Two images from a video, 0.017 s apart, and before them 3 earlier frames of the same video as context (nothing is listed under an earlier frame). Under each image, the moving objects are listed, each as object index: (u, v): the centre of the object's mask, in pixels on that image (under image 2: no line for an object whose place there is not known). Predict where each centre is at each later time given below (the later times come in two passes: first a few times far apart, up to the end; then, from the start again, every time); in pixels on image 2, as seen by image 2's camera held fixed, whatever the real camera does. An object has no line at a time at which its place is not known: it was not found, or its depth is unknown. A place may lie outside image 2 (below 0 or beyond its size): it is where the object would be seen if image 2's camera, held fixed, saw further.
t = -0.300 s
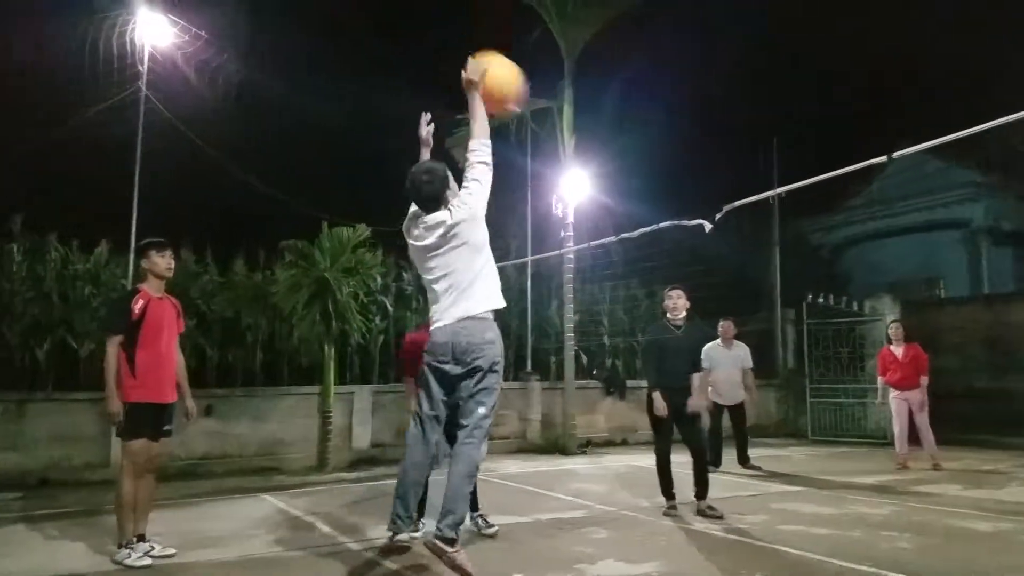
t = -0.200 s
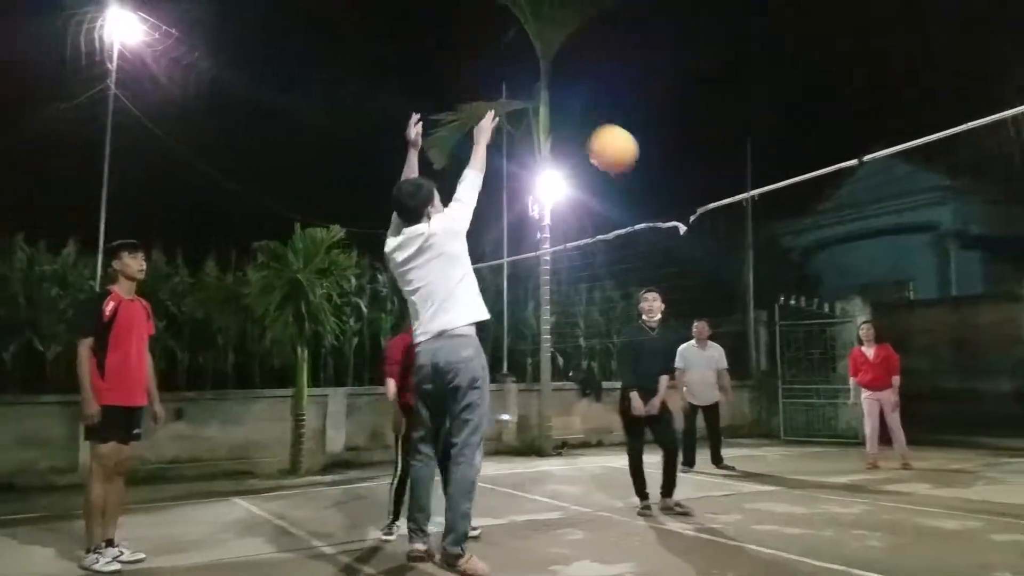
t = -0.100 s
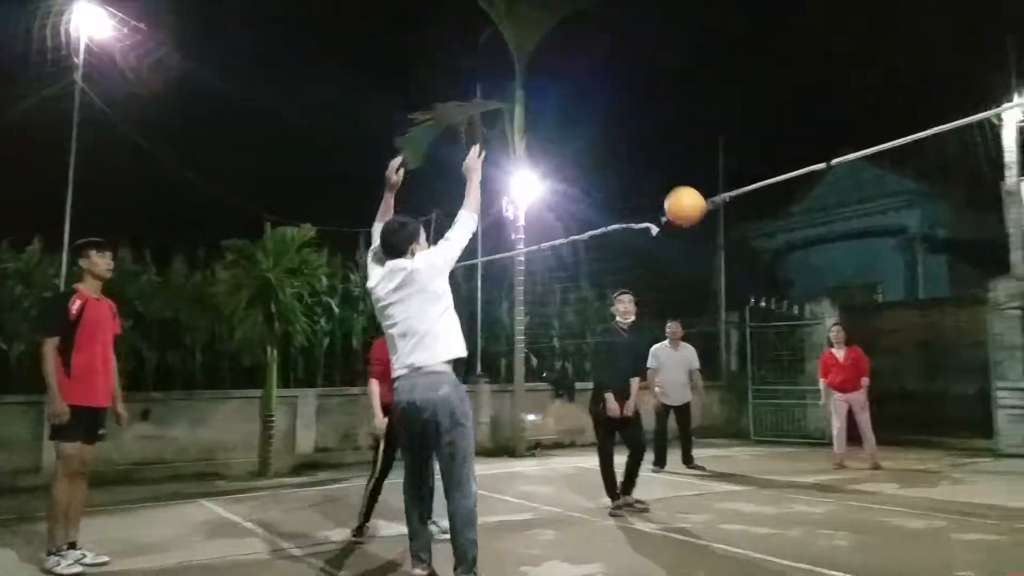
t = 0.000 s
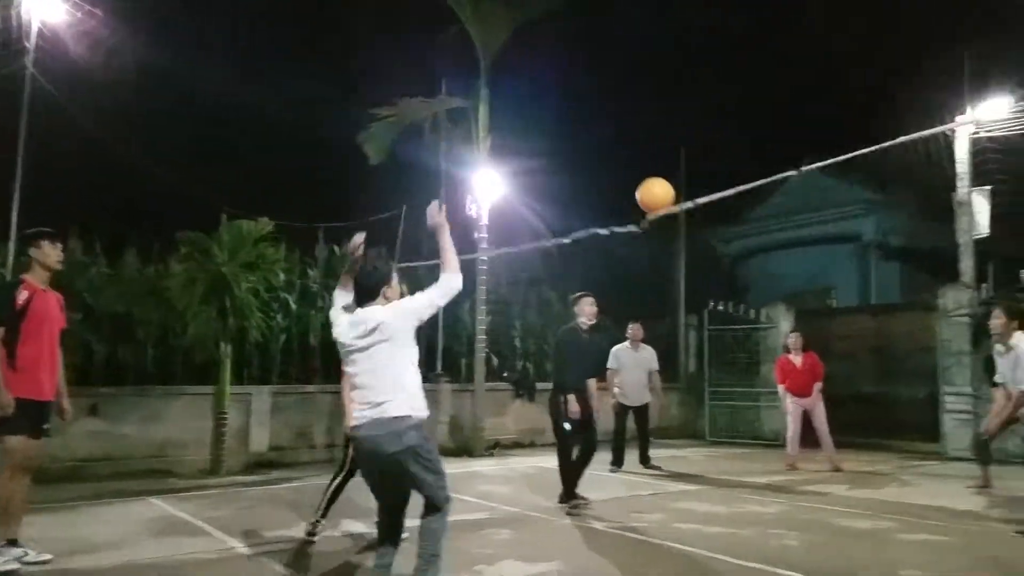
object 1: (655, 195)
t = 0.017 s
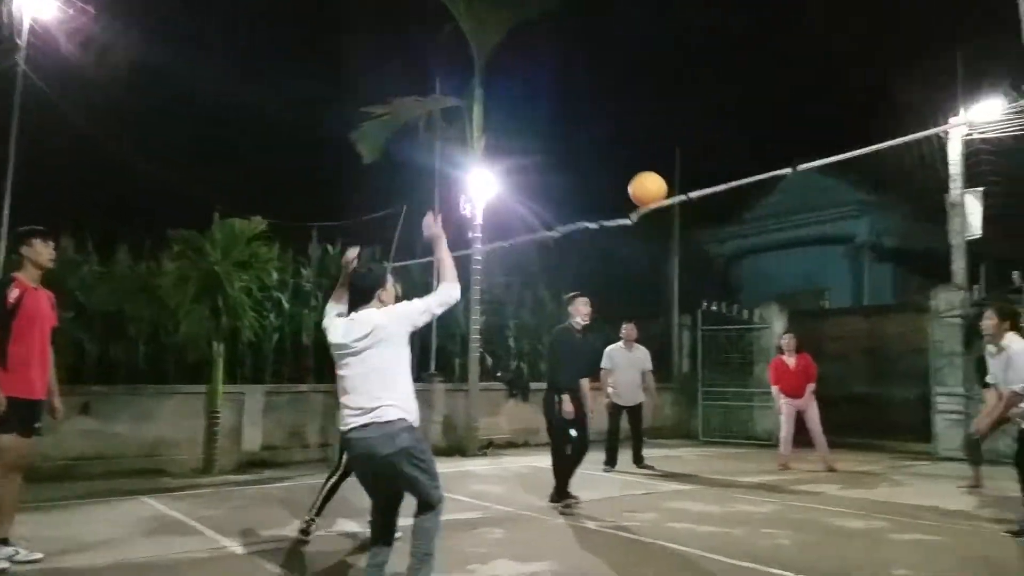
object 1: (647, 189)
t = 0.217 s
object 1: (627, 147)
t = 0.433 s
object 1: (605, 159)
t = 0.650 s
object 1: (586, 231)
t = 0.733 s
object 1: (579, 272)
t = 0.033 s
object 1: (646, 183)
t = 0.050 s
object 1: (644, 178)
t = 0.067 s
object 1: (643, 173)
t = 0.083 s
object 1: (641, 169)
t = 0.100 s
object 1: (640, 165)
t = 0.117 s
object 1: (638, 162)
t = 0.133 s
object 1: (637, 158)
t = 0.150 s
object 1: (635, 155)
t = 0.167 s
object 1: (633, 152)
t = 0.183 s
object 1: (631, 150)
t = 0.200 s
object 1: (629, 148)
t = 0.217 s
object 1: (627, 147)
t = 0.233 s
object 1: (626, 146)
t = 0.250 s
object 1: (624, 145)
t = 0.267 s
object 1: (622, 144)
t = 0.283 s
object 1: (620, 144)
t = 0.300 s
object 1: (619, 144)
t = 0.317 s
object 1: (617, 145)
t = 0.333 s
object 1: (615, 146)
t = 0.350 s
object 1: (613, 147)
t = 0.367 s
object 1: (611, 149)
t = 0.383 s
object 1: (610, 151)
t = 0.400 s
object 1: (608, 153)
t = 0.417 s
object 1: (607, 156)
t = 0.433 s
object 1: (605, 159)
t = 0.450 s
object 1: (603, 163)
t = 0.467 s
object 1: (602, 167)
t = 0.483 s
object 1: (600, 171)
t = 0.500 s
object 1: (598, 176)
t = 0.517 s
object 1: (597, 180)
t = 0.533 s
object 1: (595, 186)
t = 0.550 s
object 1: (594, 191)
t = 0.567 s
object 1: (592, 197)
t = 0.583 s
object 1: (591, 203)
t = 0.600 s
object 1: (589, 209)
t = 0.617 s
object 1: (588, 216)
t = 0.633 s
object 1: (587, 223)
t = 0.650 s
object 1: (586, 231)
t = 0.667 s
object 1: (584, 238)
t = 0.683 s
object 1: (583, 247)
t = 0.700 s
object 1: (582, 255)
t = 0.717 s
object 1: (580, 263)
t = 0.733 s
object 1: (579, 272)
